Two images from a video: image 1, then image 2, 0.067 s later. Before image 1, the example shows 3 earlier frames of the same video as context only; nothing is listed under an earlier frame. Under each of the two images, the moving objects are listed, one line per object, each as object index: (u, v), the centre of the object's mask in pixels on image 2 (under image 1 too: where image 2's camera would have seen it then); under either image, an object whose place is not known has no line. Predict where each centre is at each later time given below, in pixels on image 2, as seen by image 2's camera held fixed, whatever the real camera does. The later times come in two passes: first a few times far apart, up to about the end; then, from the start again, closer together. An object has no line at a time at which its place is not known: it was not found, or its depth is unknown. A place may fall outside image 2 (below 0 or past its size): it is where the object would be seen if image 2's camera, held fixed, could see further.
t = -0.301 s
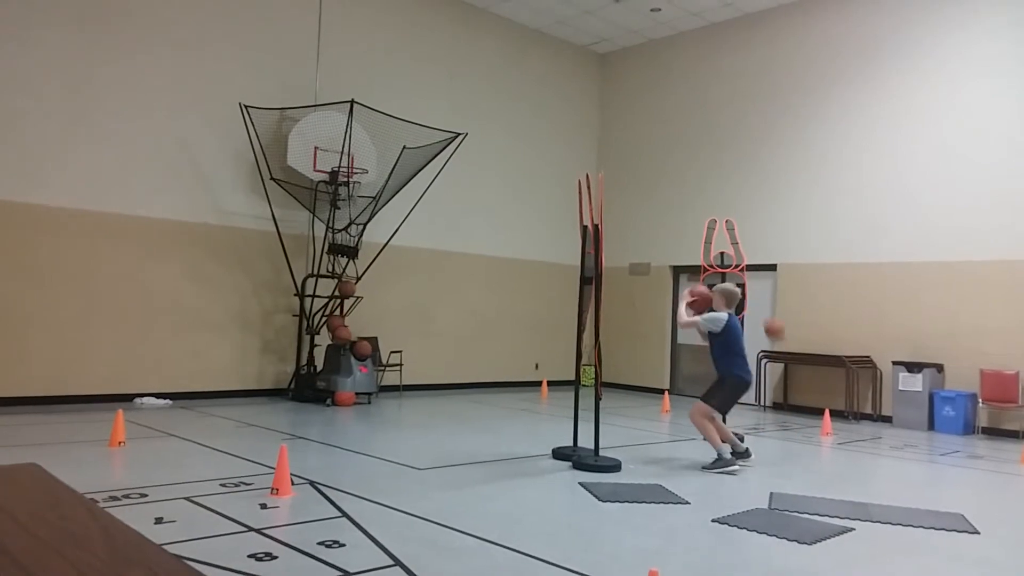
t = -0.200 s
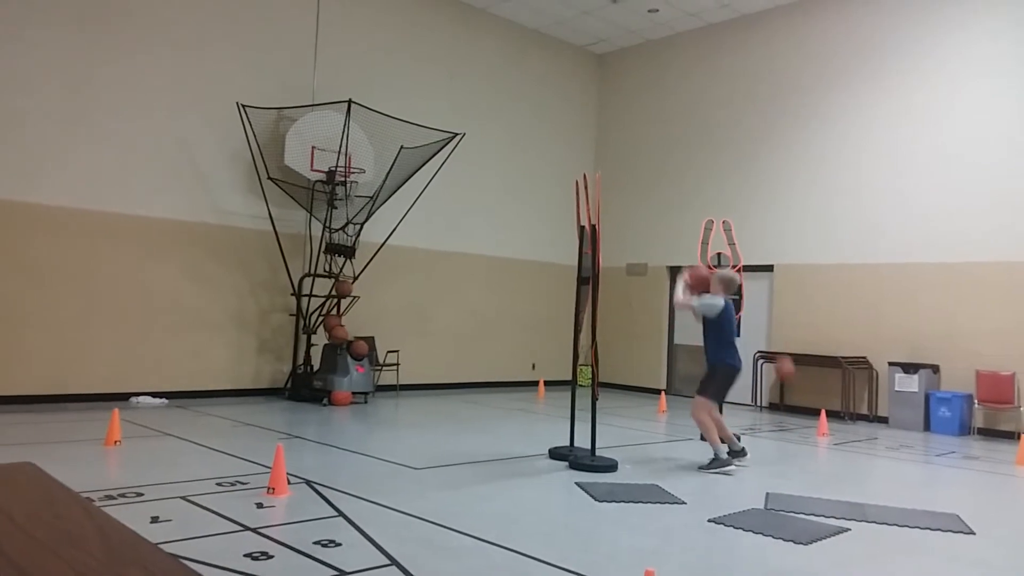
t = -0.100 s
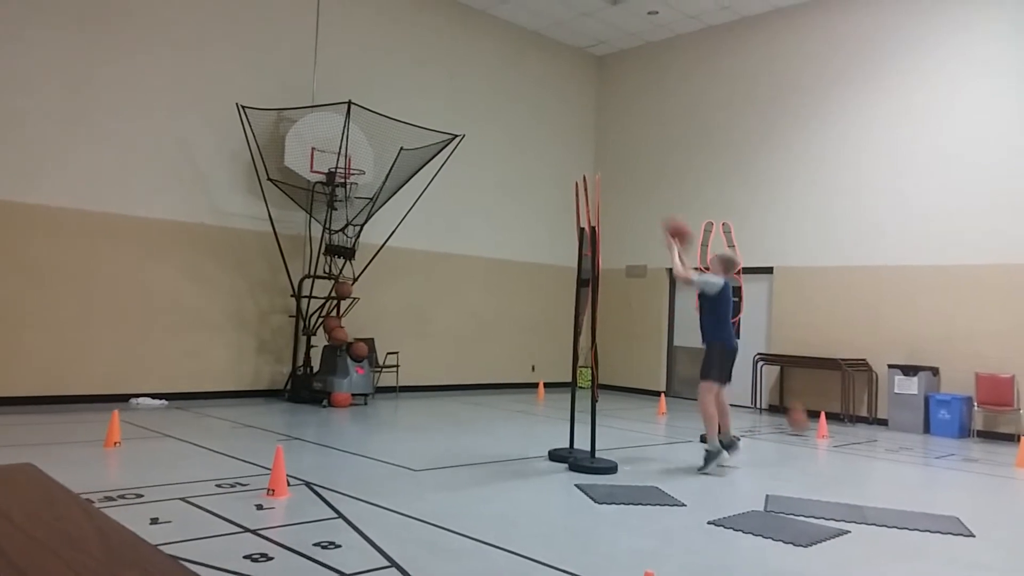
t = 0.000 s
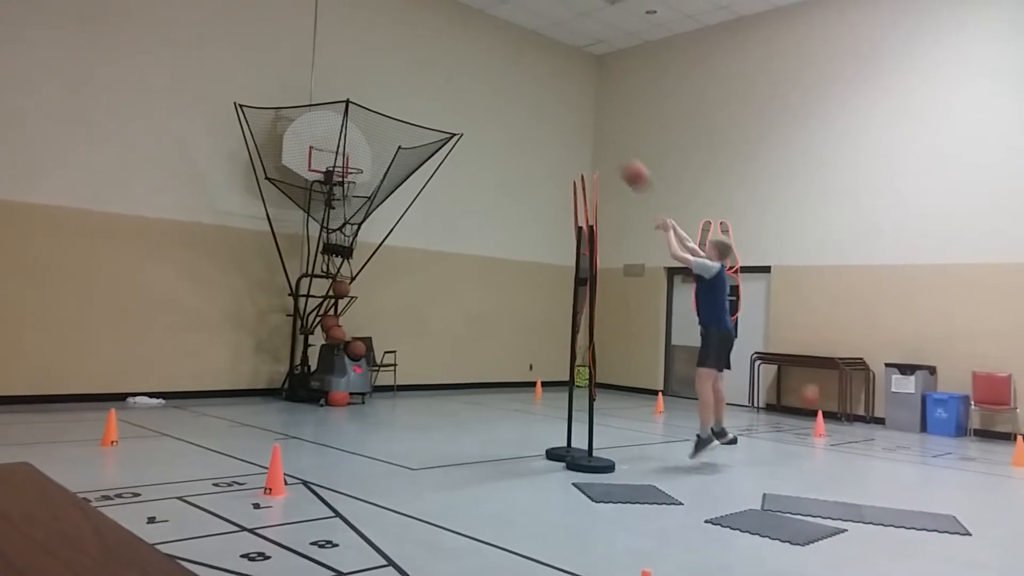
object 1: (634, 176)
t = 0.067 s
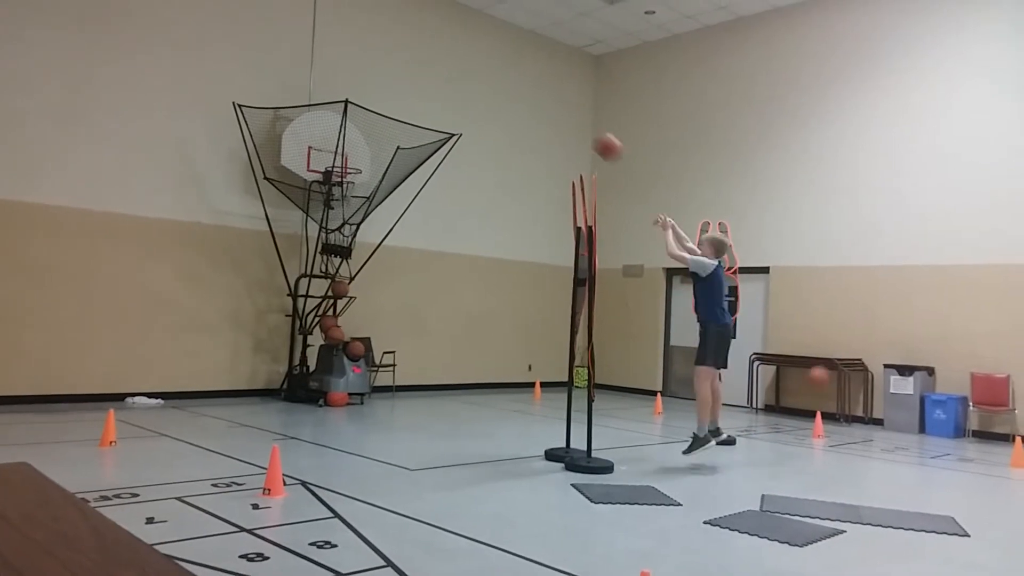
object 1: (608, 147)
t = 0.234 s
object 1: (548, 98)
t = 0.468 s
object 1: (473, 78)
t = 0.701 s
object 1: (407, 103)
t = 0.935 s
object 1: (350, 165)
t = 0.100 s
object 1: (596, 135)
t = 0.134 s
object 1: (583, 123)
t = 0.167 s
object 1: (571, 114)
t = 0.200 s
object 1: (559, 105)
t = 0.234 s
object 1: (548, 98)
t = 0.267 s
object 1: (536, 93)
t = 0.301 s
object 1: (525, 88)
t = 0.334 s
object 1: (514, 83)
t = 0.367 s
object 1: (503, 80)
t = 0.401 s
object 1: (493, 79)
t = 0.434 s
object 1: (483, 78)
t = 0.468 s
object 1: (473, 78)
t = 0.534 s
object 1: (454, 81)
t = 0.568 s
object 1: (444, 84)
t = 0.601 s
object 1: (435, 87)
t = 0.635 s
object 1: (425, 92)
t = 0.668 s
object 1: (416, 97)
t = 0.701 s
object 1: (407, 103)
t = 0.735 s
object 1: (399, 109)
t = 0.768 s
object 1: (390, 118)
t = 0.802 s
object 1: (381, 126)
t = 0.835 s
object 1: (373, 134)
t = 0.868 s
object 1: (365, 144)
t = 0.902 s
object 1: (357, 154)
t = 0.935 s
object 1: (350, 165)
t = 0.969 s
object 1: (341, 173)
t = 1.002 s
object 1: (338, 180)
